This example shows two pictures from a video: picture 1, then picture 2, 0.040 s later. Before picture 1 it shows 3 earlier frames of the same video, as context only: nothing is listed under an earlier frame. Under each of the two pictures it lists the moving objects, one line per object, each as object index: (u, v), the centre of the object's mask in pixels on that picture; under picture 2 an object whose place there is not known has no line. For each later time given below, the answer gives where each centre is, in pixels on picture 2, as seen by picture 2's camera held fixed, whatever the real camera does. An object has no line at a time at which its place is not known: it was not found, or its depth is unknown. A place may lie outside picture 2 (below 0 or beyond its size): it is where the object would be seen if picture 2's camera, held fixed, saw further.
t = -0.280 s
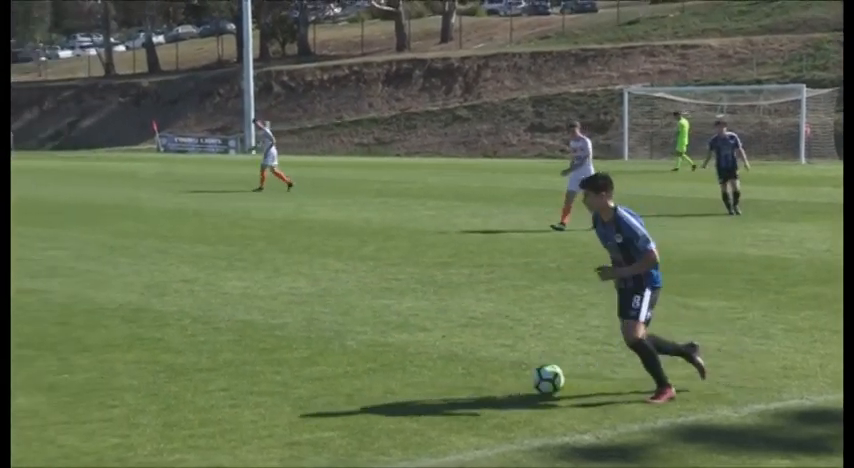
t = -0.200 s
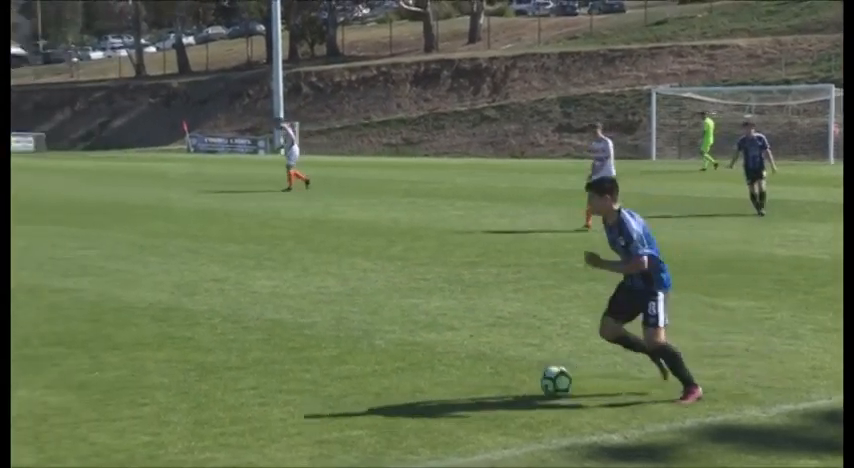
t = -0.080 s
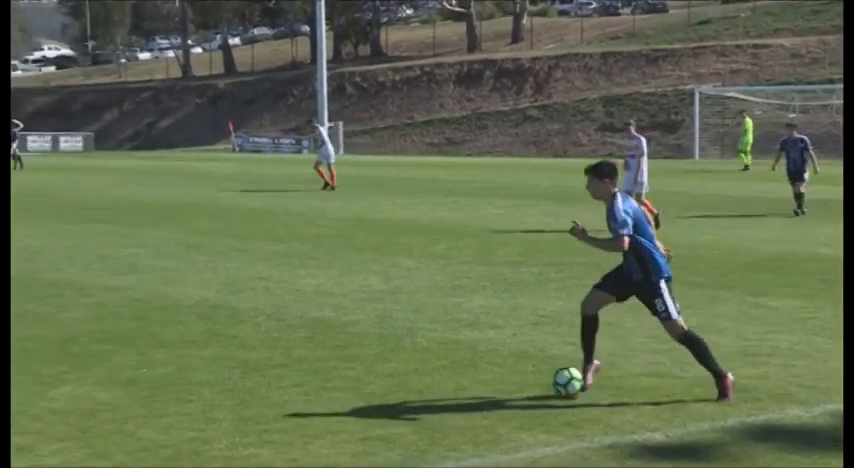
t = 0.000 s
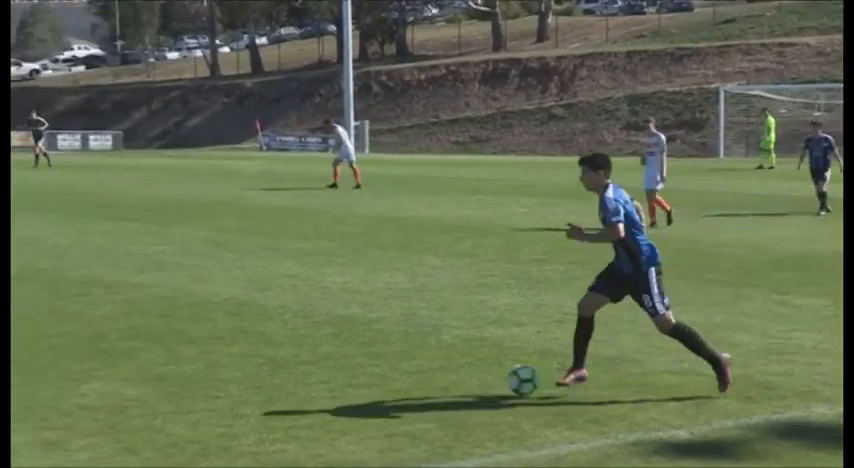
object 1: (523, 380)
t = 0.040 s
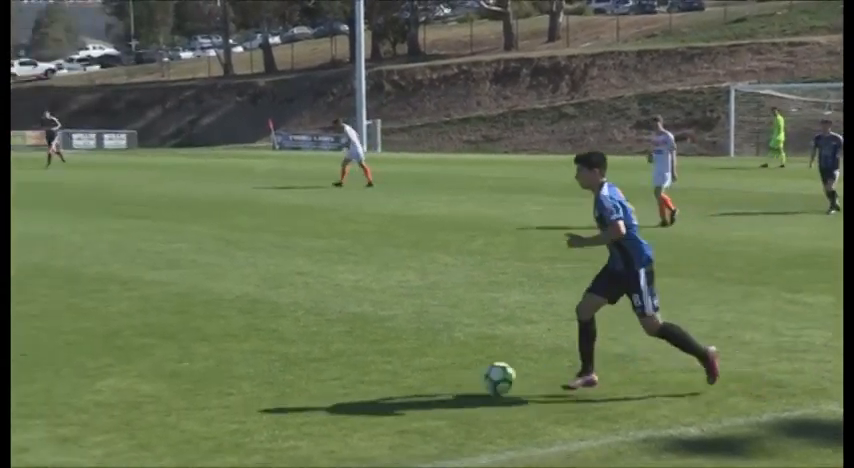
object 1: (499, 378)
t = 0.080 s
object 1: (464, 381)
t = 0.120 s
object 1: (430, 384)
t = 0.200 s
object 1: (376, 383)
